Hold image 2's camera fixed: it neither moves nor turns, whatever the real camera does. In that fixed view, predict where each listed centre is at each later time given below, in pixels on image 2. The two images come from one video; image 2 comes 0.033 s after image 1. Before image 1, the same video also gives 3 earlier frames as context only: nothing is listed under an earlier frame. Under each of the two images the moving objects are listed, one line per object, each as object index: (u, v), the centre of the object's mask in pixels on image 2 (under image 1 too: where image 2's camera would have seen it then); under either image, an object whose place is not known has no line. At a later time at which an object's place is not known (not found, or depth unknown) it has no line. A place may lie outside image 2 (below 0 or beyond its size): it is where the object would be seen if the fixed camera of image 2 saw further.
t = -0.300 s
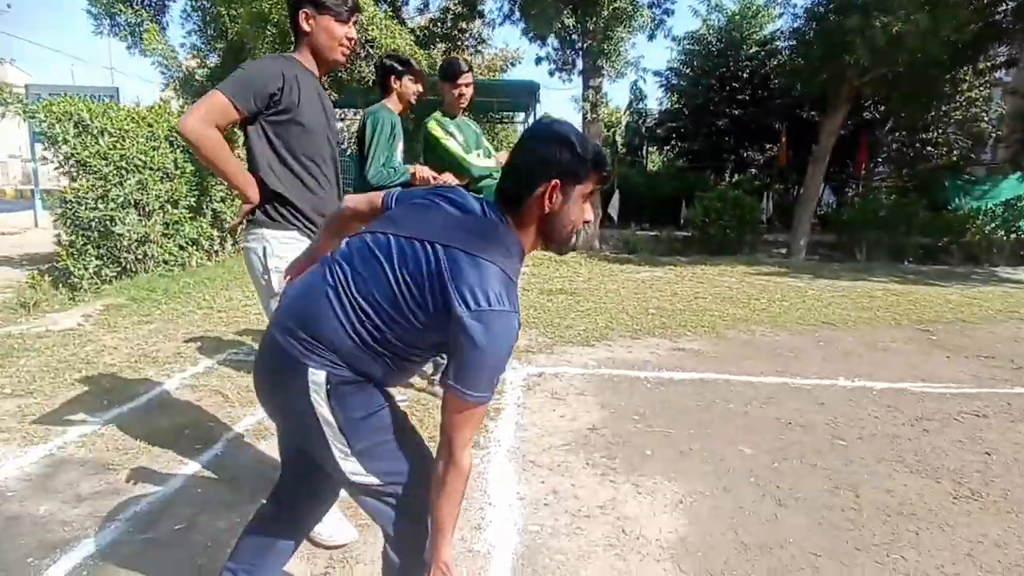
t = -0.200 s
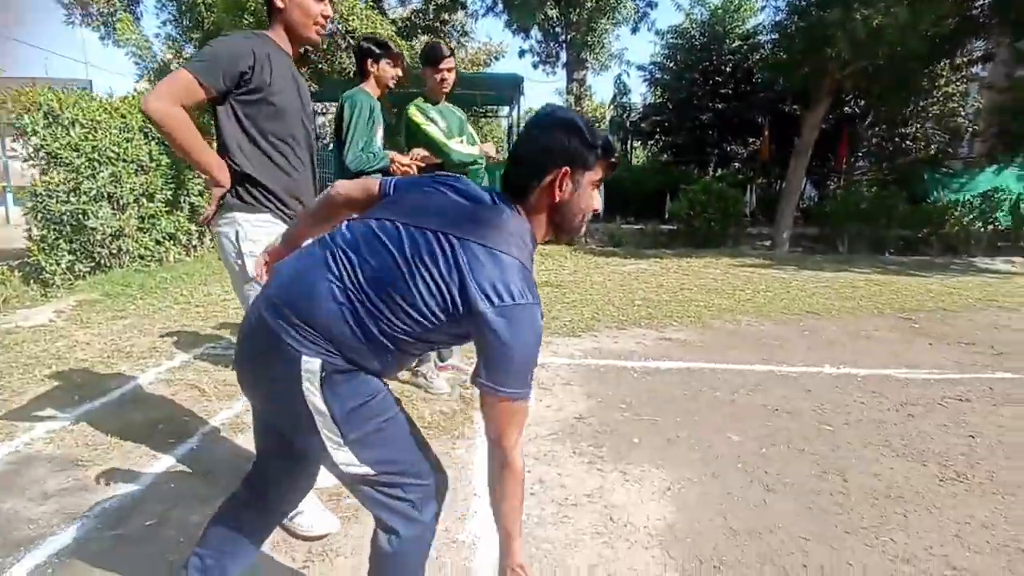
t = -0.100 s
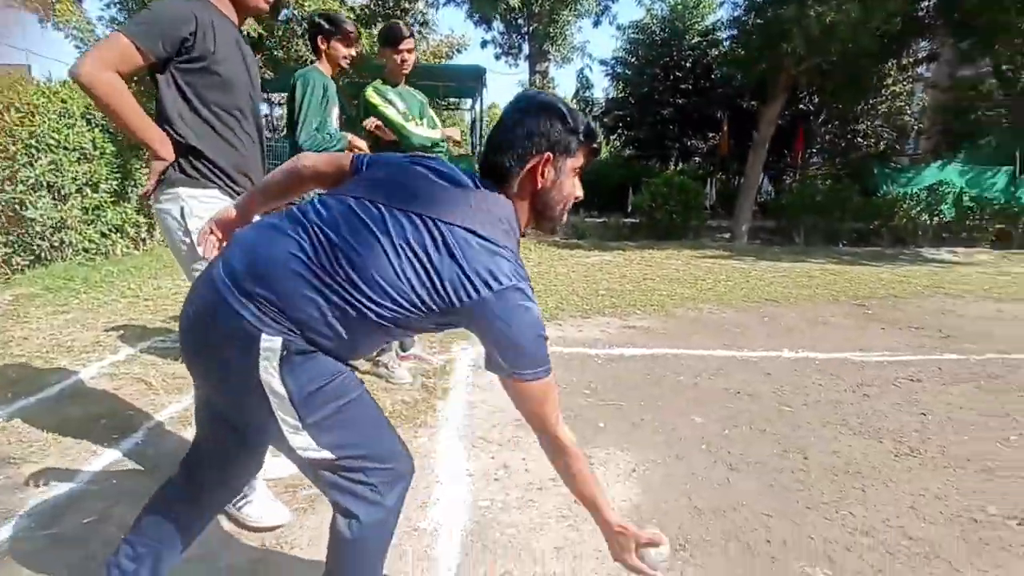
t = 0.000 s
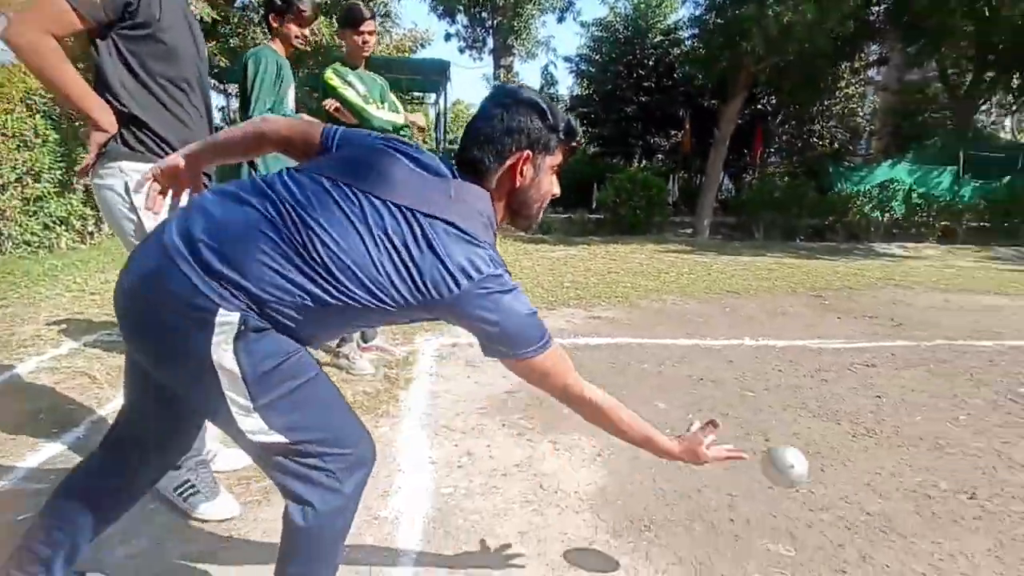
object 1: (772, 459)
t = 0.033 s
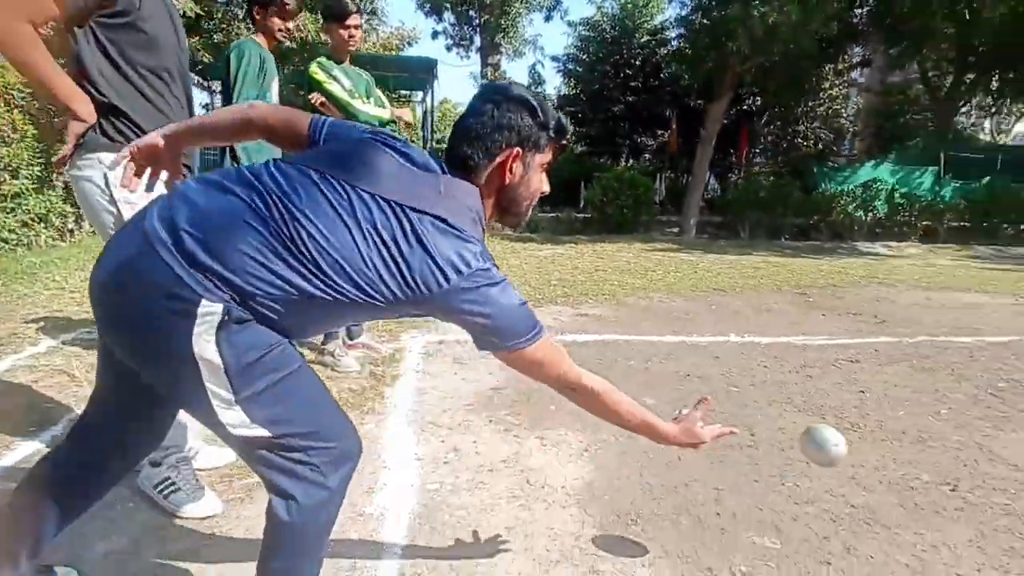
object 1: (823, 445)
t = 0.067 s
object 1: (874, 436)
